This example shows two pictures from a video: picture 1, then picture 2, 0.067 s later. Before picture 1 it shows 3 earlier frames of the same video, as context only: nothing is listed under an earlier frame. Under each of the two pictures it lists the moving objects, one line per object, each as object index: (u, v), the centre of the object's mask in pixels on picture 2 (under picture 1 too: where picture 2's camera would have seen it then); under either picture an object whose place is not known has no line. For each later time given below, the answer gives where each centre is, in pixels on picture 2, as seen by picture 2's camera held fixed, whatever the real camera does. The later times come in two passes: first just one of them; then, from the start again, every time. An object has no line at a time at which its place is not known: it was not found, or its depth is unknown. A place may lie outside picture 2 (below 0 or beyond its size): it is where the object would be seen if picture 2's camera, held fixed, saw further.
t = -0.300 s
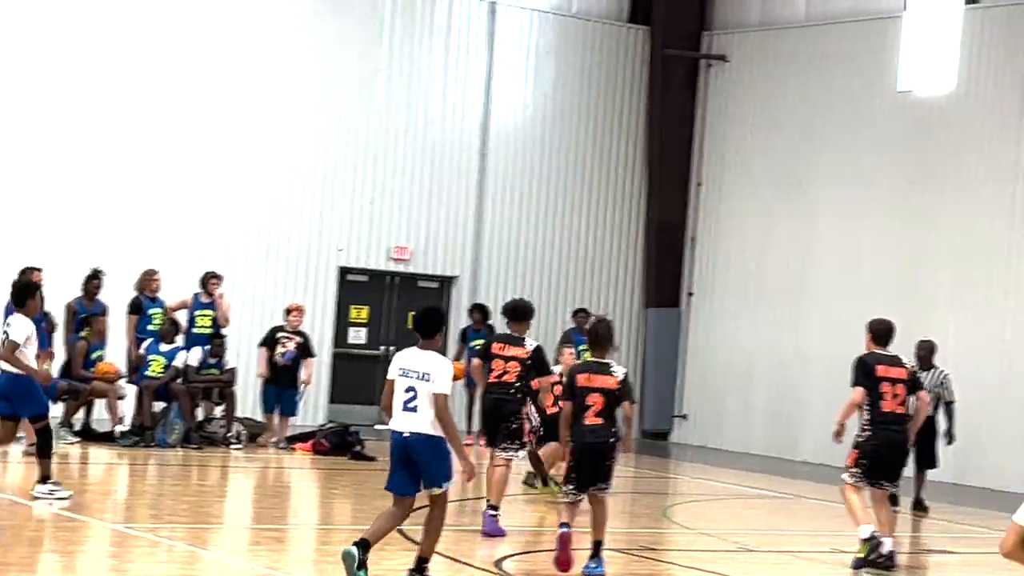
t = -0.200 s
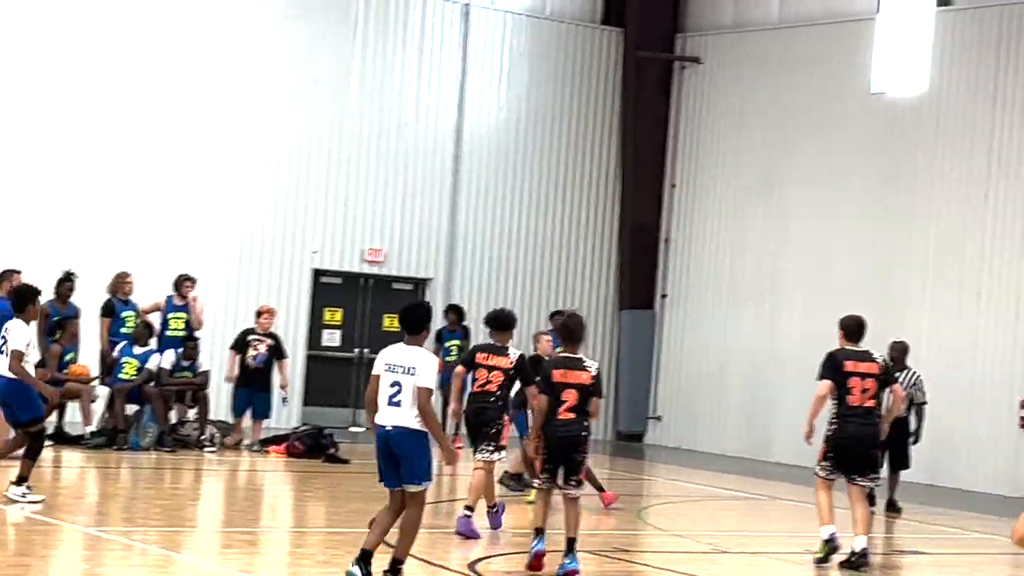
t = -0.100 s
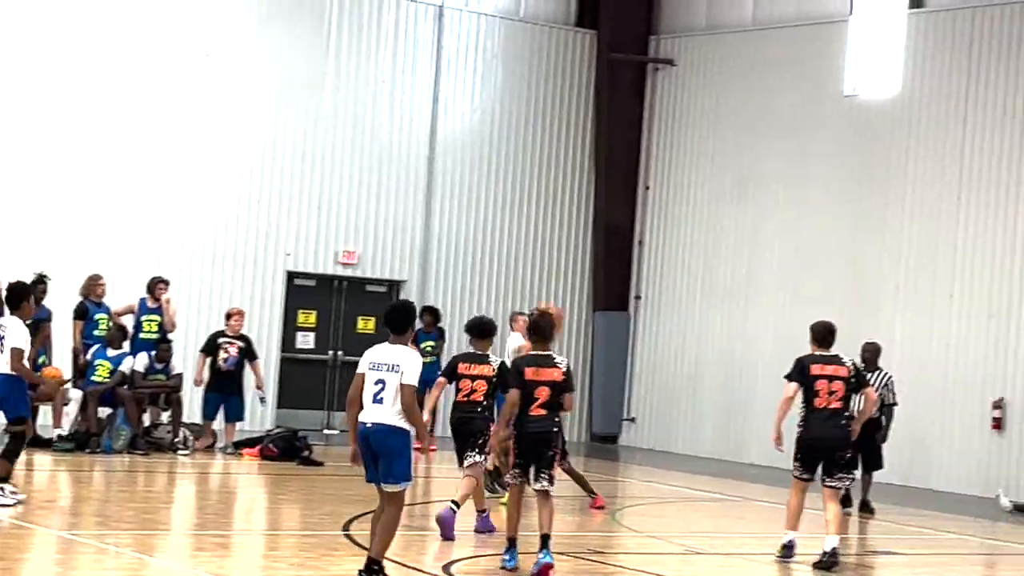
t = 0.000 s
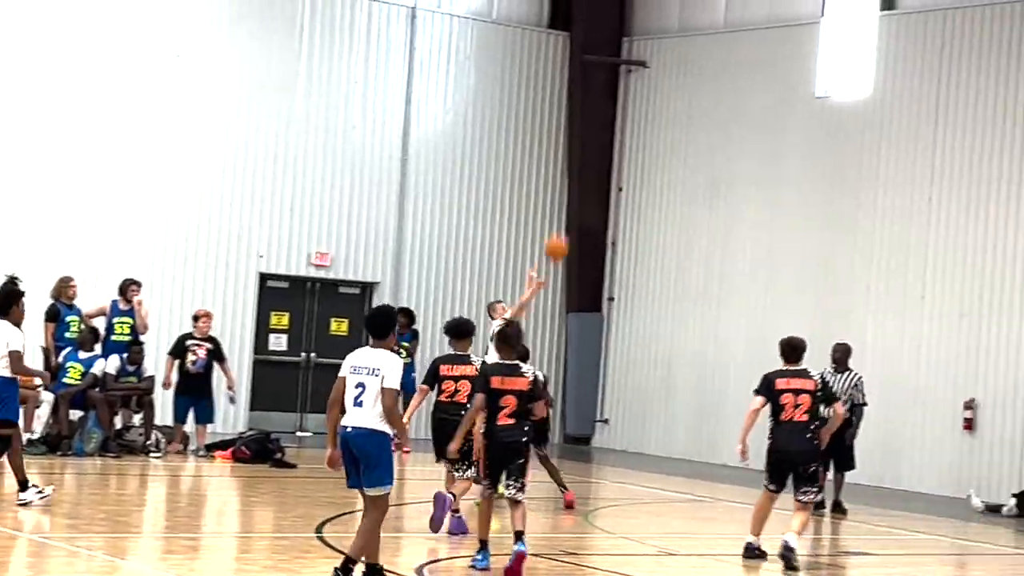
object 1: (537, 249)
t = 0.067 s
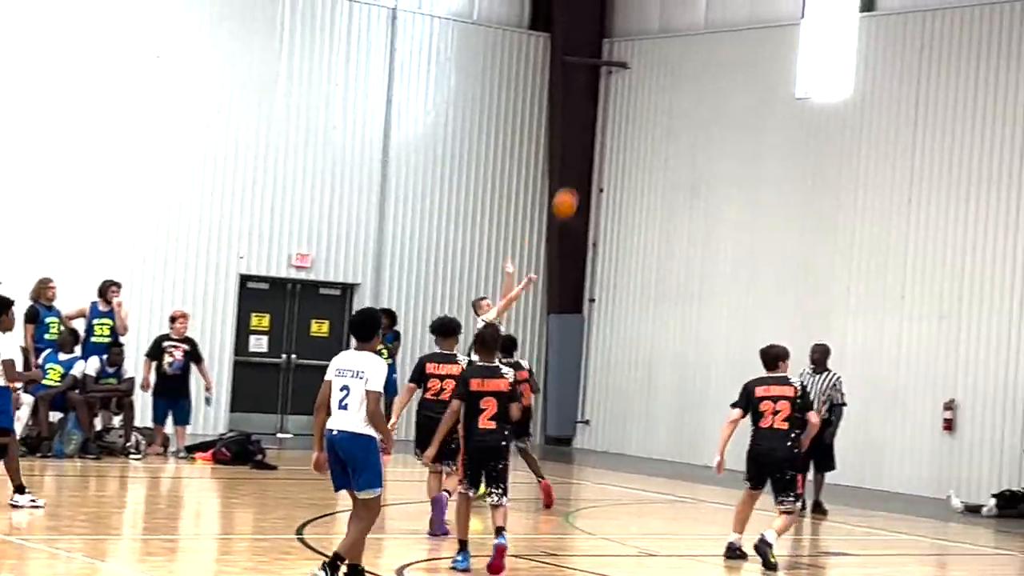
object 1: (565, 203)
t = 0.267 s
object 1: (649, 90)
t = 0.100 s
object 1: (579, 182)
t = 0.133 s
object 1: (592, 162)
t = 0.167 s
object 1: (607, 141)
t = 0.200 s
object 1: (621, 124)
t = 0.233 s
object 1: (635, 106)
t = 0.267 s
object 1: (649, 90)
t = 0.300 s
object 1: (663, 74)
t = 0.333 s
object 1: (677, 61)
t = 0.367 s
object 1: (691, 47)
